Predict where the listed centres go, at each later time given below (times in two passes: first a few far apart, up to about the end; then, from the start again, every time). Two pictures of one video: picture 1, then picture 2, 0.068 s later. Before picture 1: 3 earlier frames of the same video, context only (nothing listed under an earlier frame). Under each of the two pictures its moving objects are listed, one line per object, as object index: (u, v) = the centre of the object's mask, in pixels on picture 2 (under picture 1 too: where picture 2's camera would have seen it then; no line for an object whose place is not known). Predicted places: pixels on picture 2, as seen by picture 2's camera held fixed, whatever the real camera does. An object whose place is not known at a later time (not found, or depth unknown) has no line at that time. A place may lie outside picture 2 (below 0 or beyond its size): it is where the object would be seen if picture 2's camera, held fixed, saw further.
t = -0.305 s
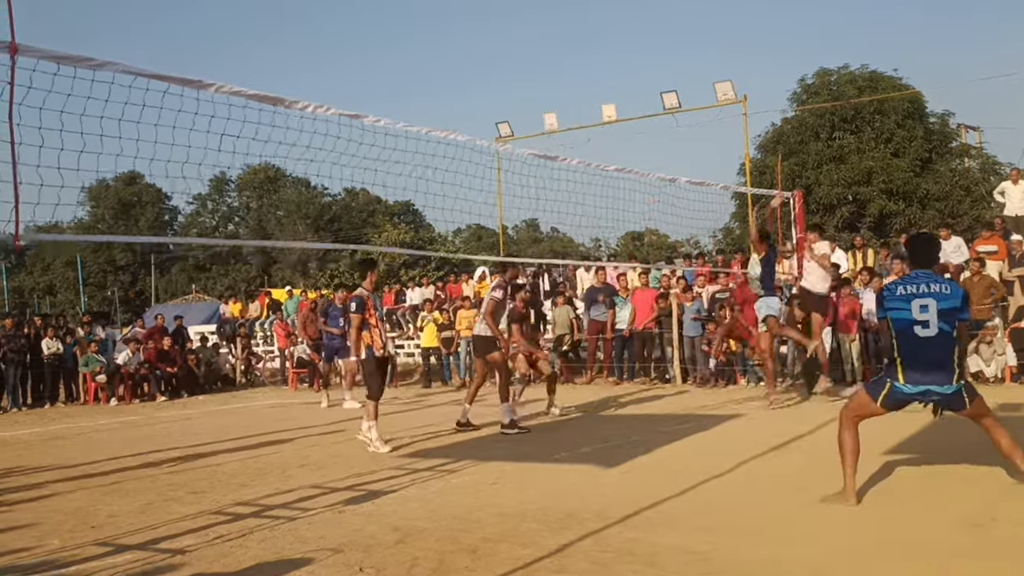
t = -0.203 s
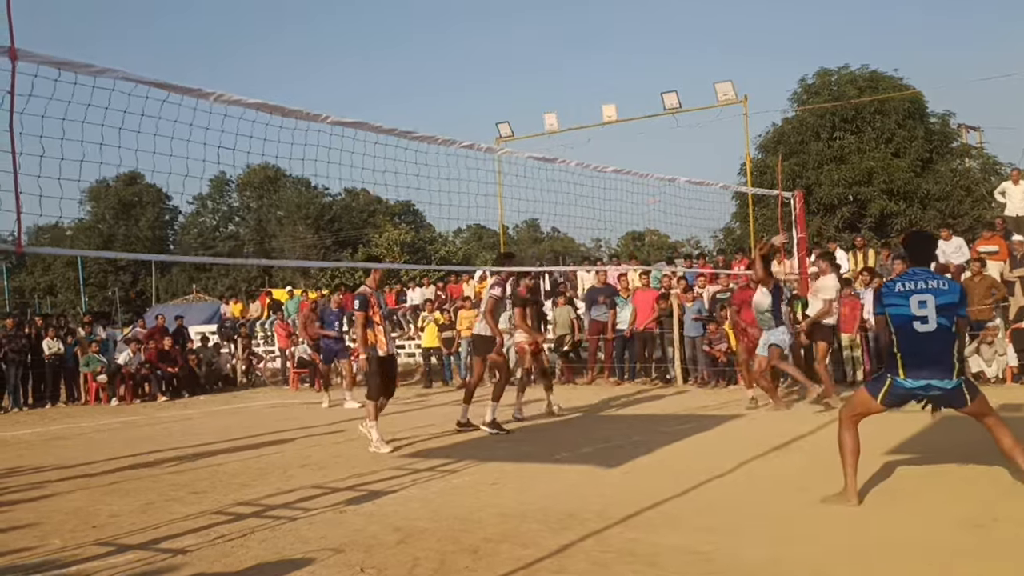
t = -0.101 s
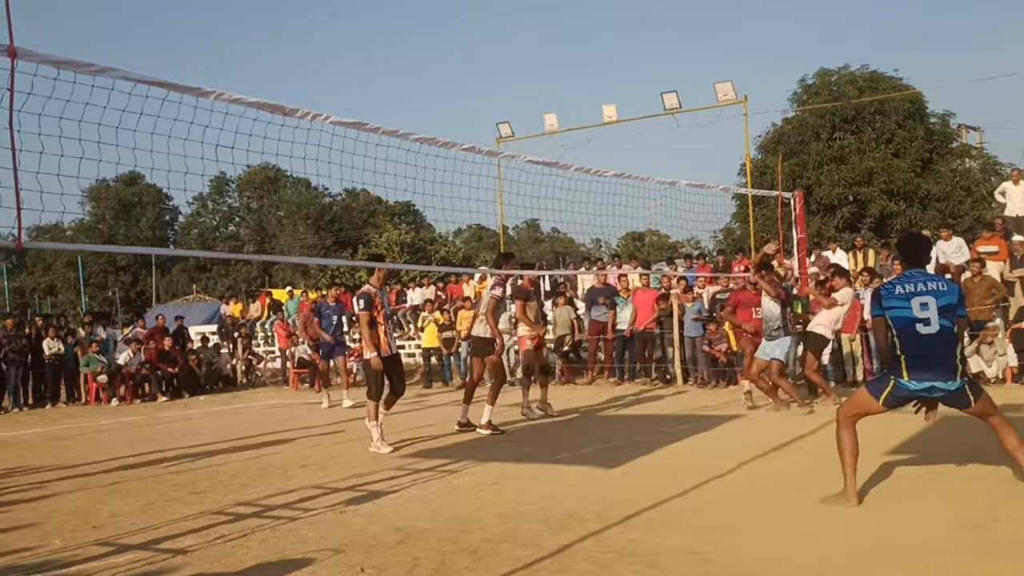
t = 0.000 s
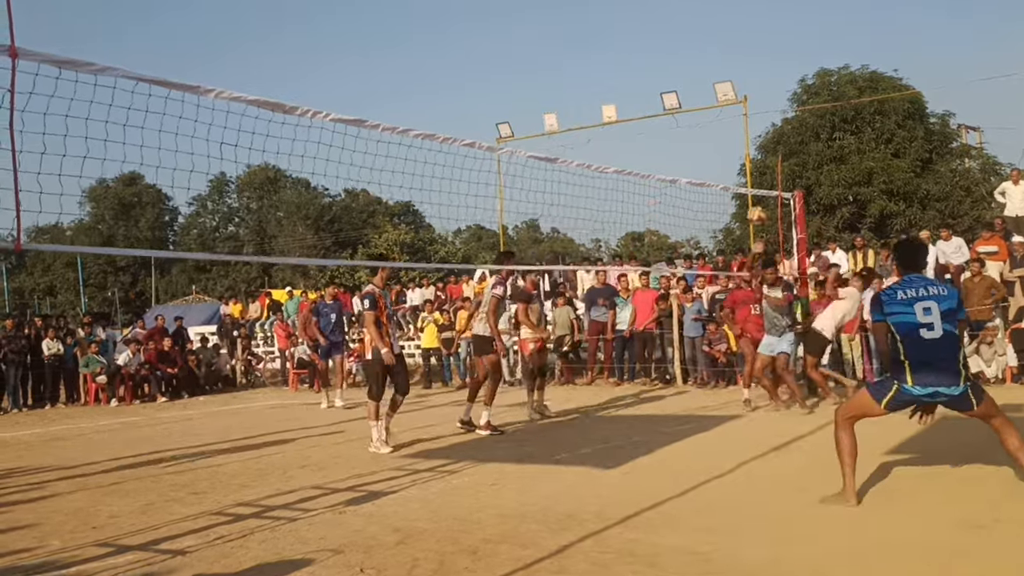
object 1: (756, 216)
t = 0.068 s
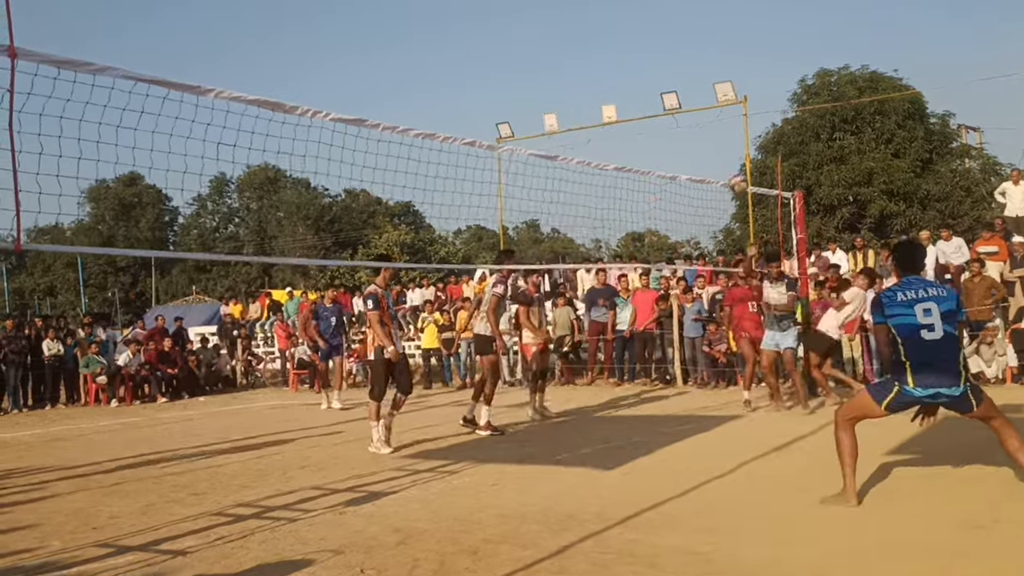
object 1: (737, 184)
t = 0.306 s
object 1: (673, 97)
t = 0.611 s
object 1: (584, 56)
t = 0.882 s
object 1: (499, 104)
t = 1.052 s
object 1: (444, 183)
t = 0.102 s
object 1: (730, 169)
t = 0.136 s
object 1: (720, 154)
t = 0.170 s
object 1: (711, 140)
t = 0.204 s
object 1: (701, 128)
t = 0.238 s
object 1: (692, 116)
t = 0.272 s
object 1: (682, 106)
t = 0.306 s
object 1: (673, 97)
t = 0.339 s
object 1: (663, 88)
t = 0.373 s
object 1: (654, 80)
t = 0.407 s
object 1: (644, 73)
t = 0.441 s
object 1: (634, 67)
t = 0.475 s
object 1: (624, 62)
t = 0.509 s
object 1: (614, 60)
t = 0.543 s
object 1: (604, 58)
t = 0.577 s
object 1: (594, 56)
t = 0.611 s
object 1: (584, 56)
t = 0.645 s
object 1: (574, 57)
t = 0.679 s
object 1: (563, 60)
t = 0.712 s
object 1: (553, 63)
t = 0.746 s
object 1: (542, 69)
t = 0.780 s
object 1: (532, 75)
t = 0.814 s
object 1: (522, 83)
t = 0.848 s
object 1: (510, 93)
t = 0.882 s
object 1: (499, 104)
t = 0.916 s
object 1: (488, 116)
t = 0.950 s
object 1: (477, 130)
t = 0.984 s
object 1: (466, 146)
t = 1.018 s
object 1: (455, 163)
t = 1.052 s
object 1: (444, 183)
